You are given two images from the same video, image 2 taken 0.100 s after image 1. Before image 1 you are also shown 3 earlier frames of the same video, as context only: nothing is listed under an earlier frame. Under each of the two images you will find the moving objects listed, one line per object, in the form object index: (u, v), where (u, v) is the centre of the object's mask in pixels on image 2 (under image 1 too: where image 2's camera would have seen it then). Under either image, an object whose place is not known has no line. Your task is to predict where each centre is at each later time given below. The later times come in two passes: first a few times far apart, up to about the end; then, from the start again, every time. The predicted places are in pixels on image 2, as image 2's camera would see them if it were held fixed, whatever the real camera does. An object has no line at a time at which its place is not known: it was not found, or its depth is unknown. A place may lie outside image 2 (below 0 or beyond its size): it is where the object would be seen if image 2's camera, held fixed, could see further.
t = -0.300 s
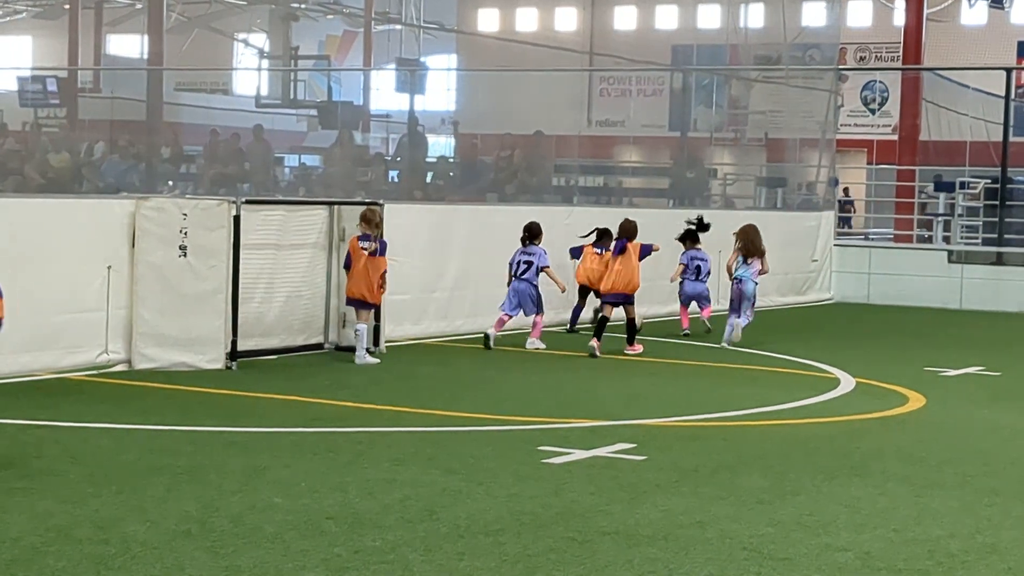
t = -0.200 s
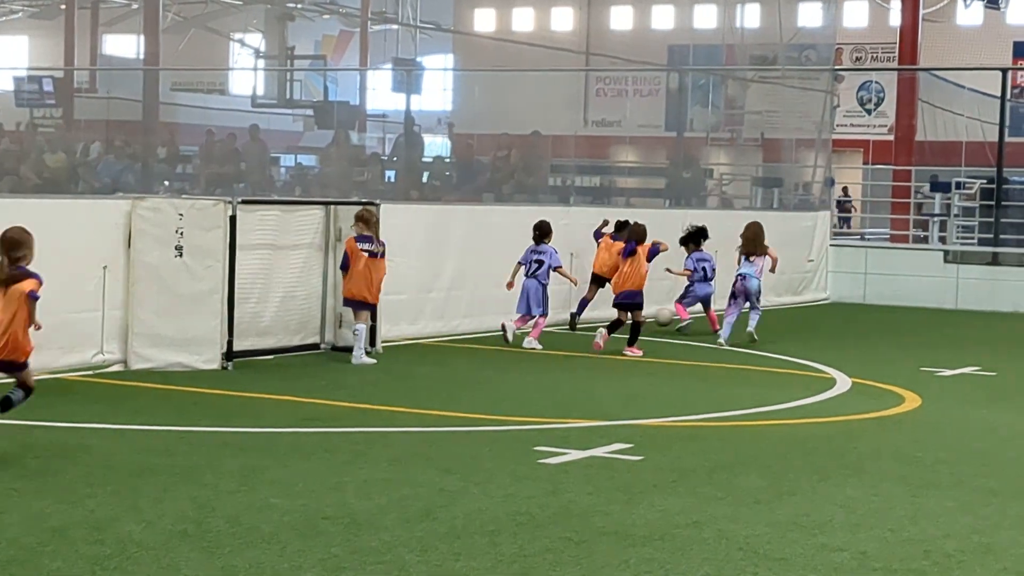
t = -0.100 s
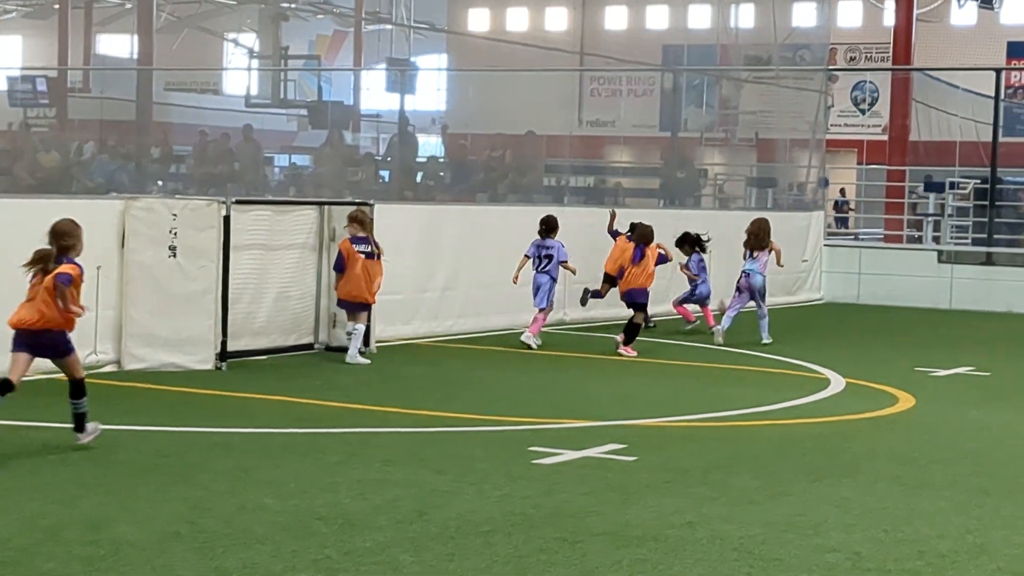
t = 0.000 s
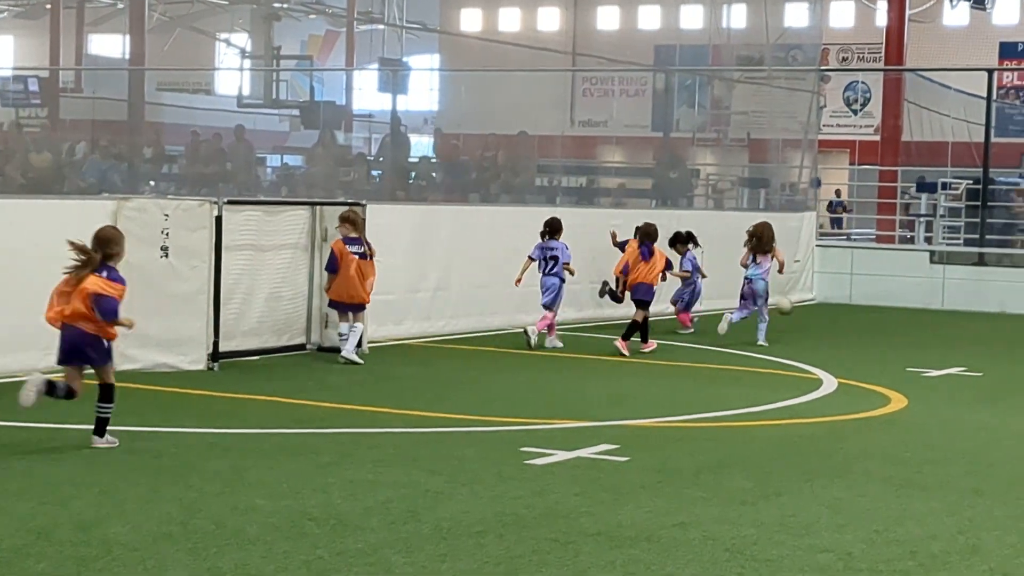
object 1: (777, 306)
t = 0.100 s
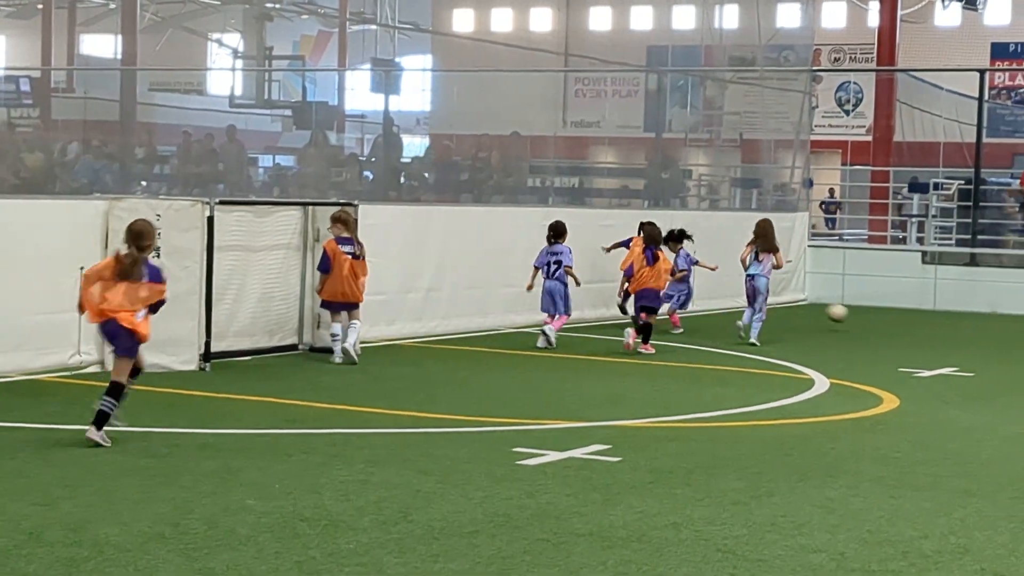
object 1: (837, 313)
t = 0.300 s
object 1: (940, 312)
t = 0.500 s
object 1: (1022, 320)
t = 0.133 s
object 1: (856, 317)
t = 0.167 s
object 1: (876, 322)
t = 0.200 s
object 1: (892, 319)
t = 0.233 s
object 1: (910, 315)
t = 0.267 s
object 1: (925, 314)
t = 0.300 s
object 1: (940, 312)
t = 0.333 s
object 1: (953, 312)
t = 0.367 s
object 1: (967, 312)
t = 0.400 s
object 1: (983, 315)
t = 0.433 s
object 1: (996, 317)
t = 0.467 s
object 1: (1009, 320)
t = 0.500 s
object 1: (1022, 320)
